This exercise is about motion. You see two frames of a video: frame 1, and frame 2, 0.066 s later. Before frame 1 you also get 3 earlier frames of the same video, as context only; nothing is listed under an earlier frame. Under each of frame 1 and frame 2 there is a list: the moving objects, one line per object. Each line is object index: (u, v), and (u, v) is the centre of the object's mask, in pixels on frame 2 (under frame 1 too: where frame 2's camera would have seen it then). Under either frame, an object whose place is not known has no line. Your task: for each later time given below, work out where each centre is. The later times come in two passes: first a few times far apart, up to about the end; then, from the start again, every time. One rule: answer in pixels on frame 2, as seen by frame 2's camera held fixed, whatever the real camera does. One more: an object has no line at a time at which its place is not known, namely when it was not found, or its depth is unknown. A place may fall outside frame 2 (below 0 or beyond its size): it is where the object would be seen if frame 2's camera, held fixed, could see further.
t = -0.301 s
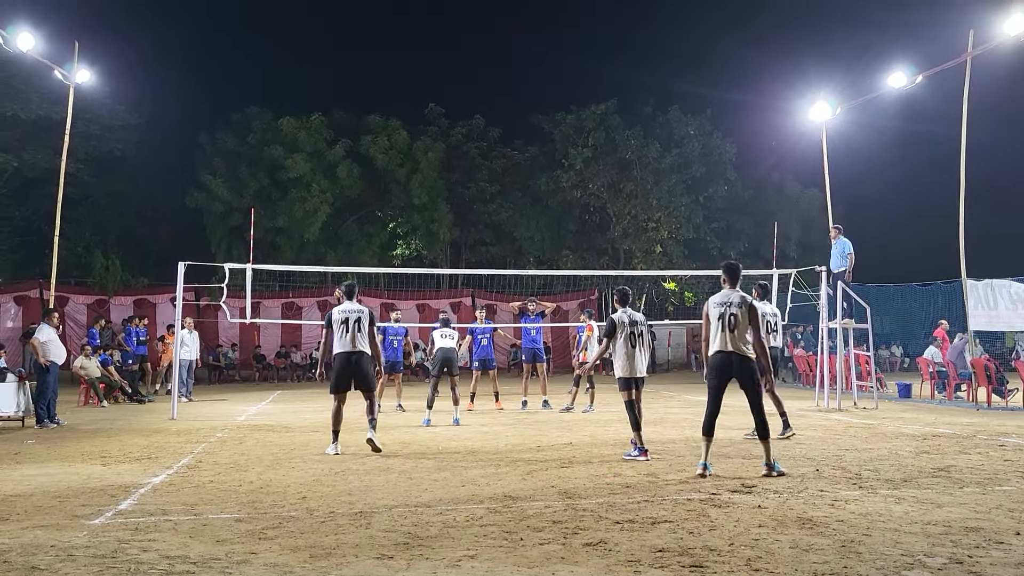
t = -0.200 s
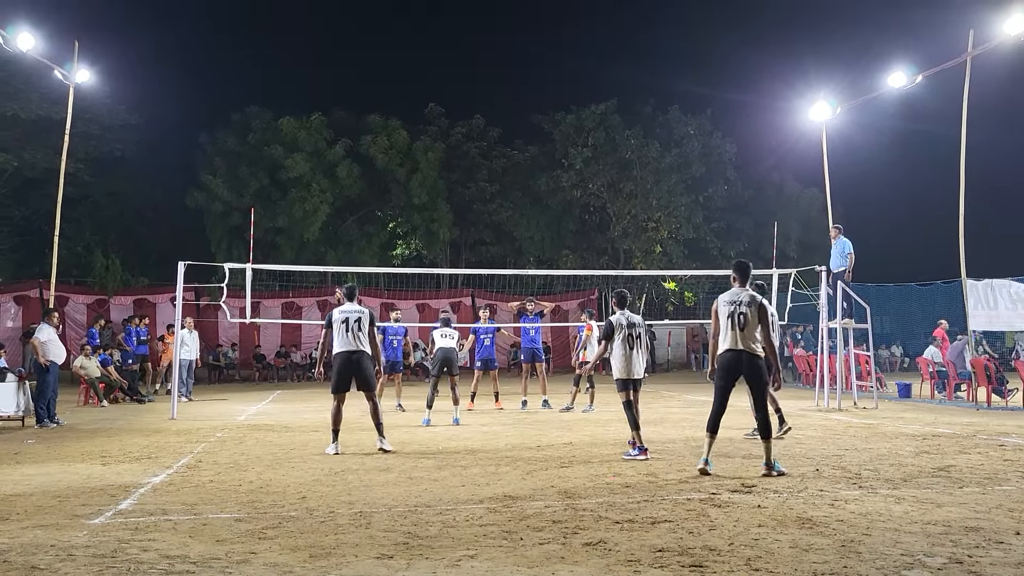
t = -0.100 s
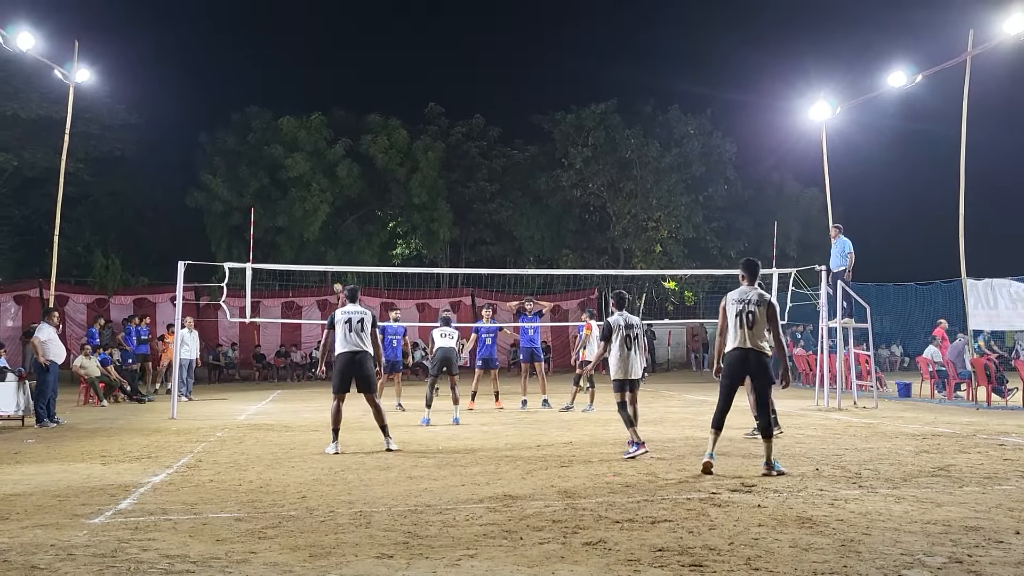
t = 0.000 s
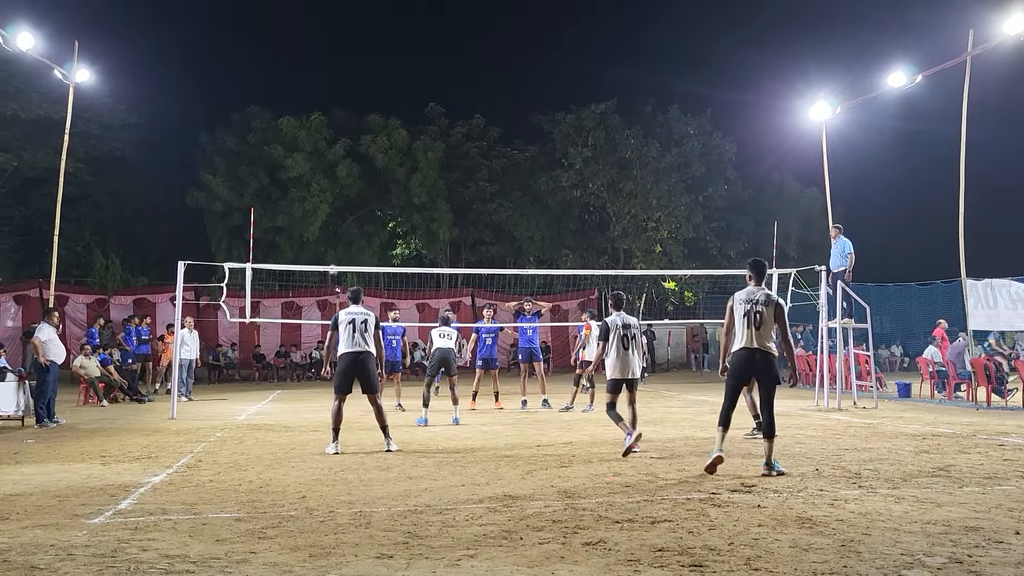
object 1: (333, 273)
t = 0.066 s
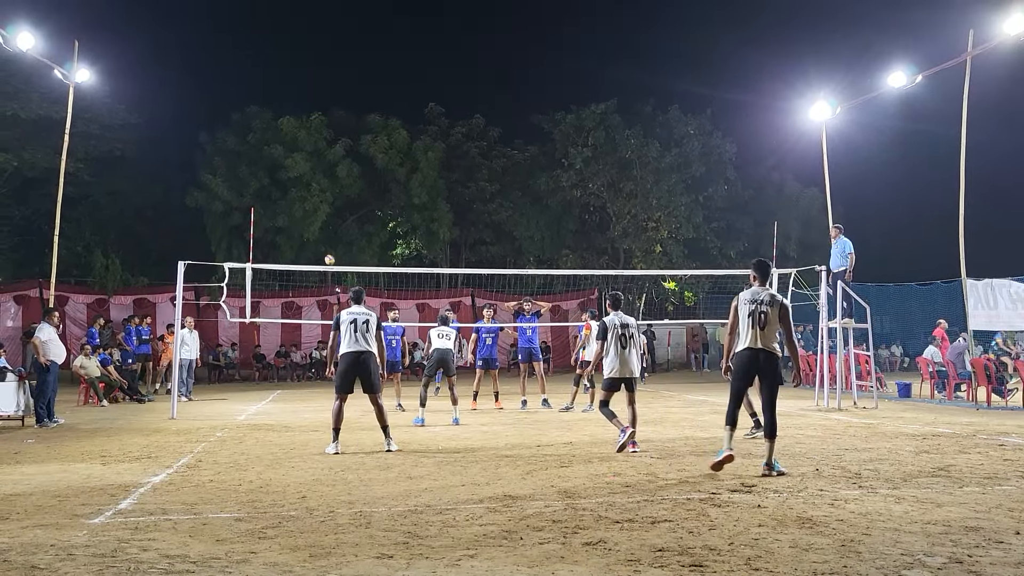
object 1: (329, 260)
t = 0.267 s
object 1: (316, 238)
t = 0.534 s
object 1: (292, 238)
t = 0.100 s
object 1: (327, 255)
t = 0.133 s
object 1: (325, 251)
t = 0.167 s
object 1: (323, 247)
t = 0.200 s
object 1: (321, 244)
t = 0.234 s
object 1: (318, 241)
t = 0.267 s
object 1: (316, 238)
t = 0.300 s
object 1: (313, 236)
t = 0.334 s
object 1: (311, 234)
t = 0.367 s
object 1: (308, 234)
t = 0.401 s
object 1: (305, 233)
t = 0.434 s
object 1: (302, 233)
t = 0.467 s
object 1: (299, 234)
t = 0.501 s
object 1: (296, 235)
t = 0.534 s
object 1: (292, 238)
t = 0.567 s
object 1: (288, 241)
